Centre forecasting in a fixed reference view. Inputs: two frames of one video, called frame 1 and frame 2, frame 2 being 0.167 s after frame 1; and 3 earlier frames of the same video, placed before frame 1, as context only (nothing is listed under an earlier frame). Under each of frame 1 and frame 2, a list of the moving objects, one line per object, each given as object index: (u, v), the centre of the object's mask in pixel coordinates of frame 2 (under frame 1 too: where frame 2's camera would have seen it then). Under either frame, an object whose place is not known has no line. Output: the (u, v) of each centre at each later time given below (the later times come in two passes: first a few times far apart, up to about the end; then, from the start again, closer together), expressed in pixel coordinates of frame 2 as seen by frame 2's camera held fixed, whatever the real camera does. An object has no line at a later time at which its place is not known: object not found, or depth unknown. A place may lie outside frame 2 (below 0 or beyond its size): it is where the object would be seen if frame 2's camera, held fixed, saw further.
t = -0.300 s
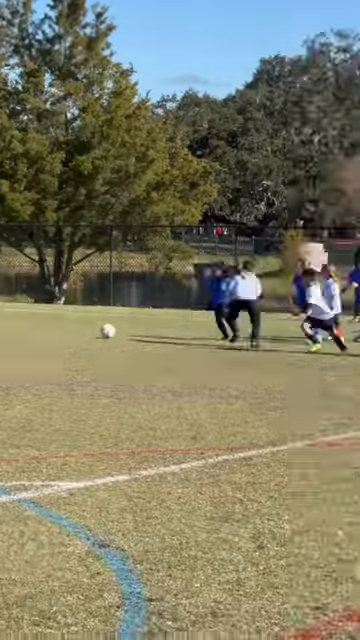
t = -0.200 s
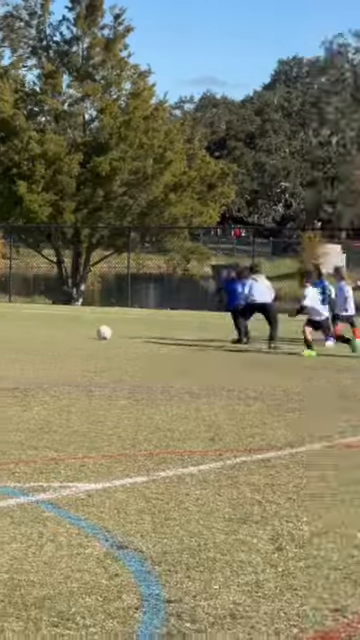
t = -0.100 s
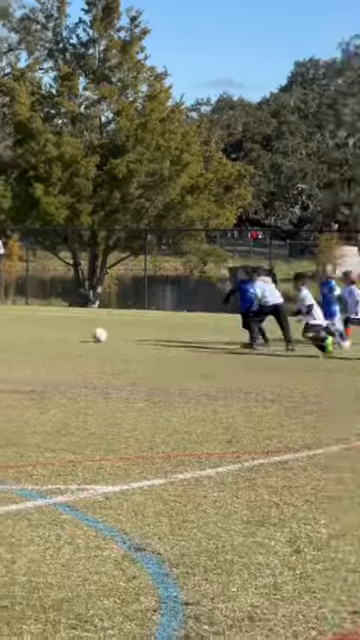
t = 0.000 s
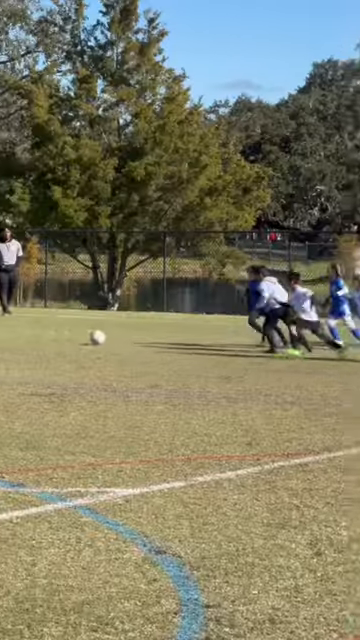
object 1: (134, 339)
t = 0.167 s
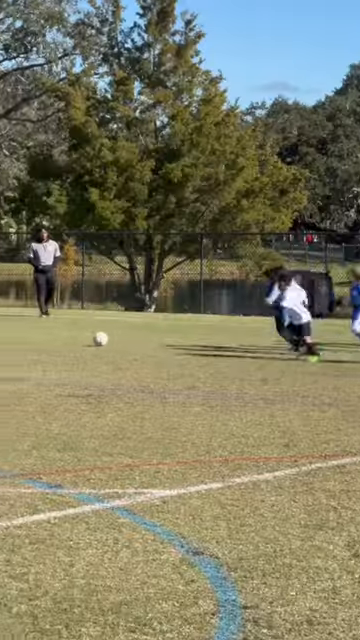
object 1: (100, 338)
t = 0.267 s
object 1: (79, 338)
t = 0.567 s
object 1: (20, 339)
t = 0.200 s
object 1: (94, 339)
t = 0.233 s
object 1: (86, 339)
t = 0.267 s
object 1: (79, 338)
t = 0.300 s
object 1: (72, 338)
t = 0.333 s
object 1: (66, 339)
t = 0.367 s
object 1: (59, 339)
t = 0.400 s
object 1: (53, 339)
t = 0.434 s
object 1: (46, 339)
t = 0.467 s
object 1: (39, 339)
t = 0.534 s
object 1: (27, 339)
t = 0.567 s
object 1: (20, 339)
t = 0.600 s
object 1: (14, 338)
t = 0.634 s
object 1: (8, 338)
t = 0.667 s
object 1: (2, 338)
